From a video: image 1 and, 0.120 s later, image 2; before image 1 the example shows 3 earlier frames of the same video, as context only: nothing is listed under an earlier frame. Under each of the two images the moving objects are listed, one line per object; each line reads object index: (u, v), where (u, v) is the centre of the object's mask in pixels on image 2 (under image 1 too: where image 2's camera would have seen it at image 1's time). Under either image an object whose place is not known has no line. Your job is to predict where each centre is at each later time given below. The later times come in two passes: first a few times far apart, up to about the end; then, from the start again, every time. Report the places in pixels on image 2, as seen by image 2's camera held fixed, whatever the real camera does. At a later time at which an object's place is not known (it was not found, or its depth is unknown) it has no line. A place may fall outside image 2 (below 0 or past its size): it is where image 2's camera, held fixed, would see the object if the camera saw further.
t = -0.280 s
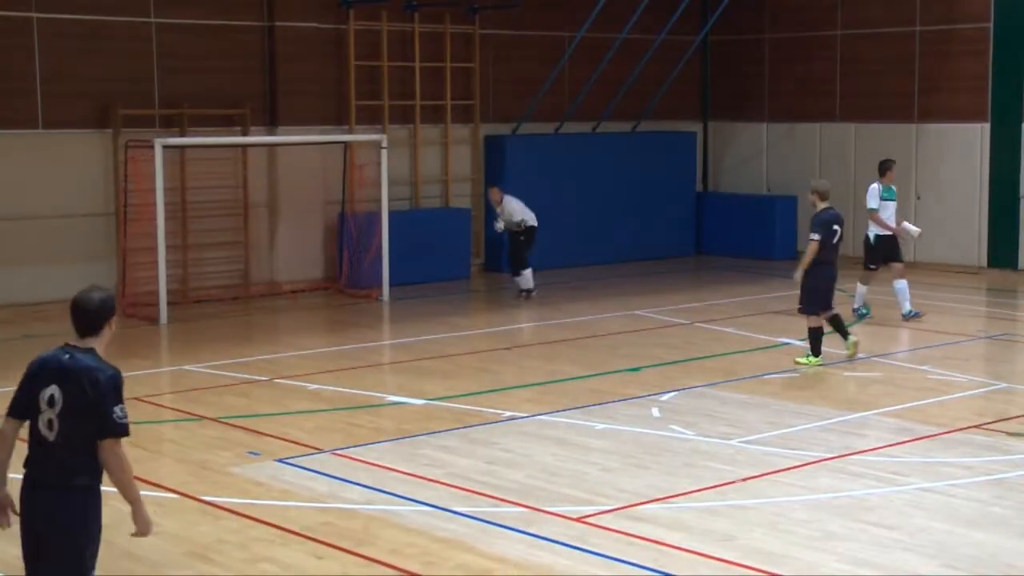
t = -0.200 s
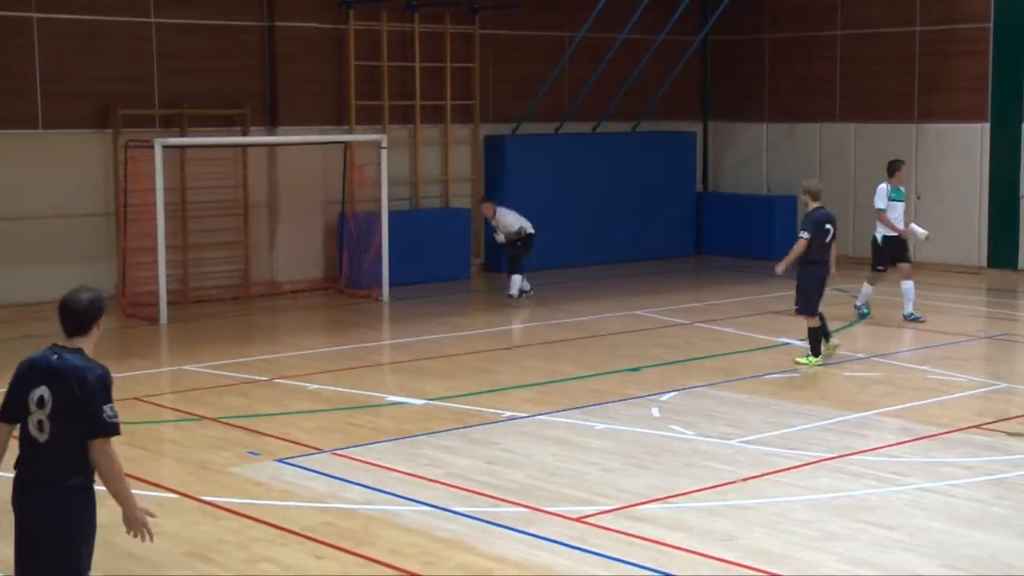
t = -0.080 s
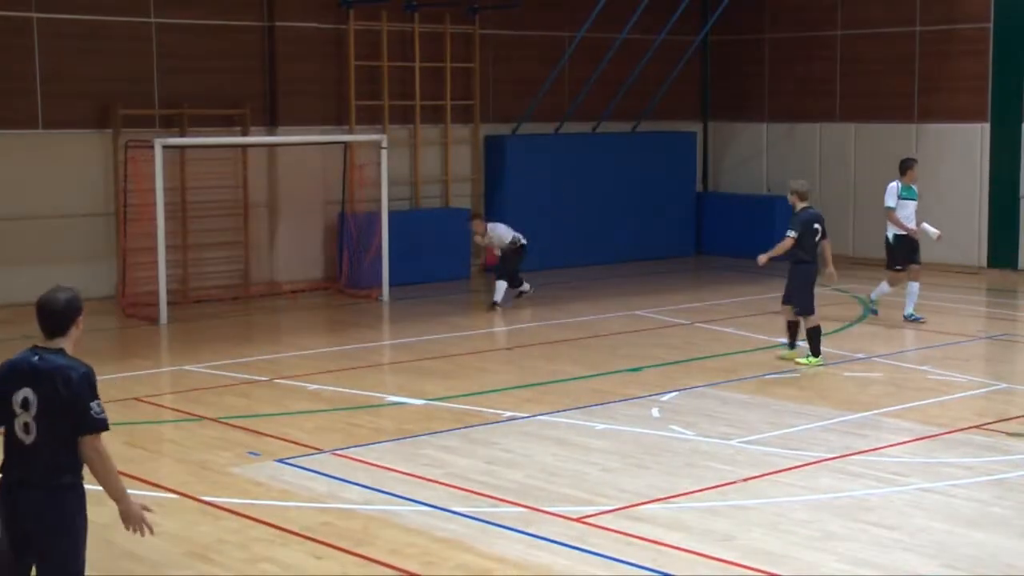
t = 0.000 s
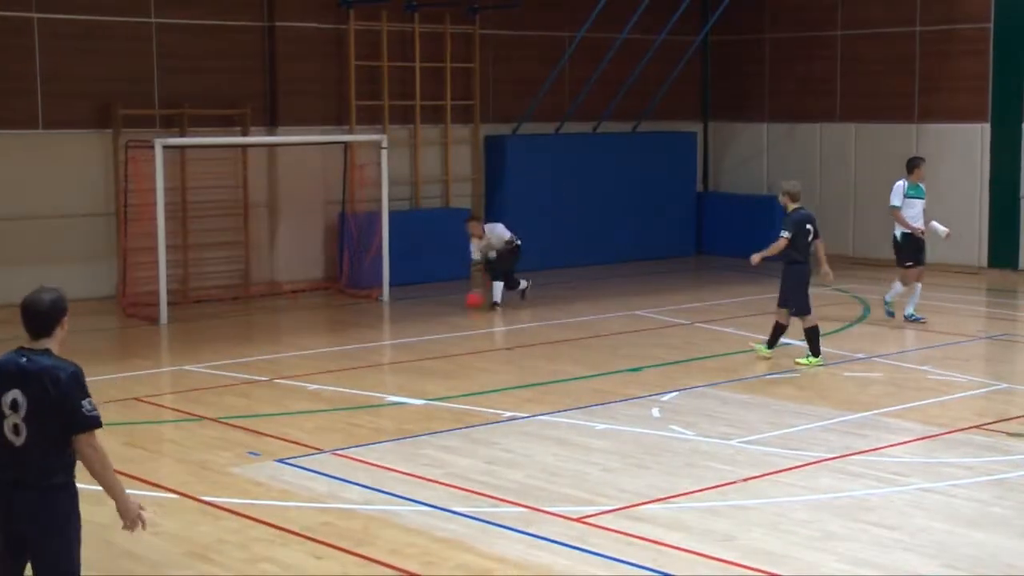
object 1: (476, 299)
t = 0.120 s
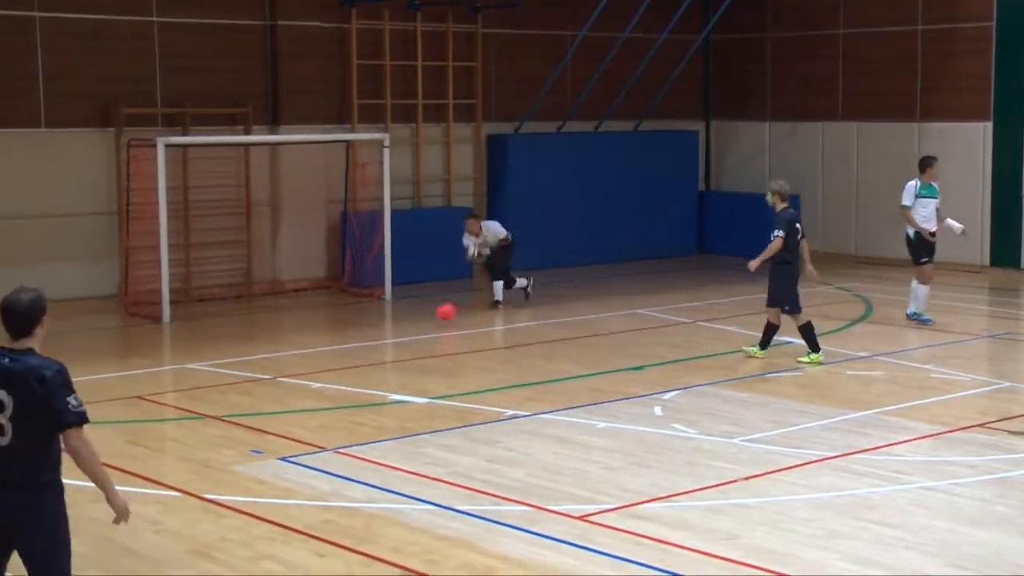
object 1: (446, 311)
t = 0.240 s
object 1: (415, 339)
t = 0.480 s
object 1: (330, 387)
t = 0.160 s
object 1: (436, 318)
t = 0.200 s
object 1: (425, 327)
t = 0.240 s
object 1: (415, 339)
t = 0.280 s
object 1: (403, 342)
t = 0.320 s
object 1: (391, 347)
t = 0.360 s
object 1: (376, 355)
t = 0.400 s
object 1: (362, 365)
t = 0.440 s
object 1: (344, 378)
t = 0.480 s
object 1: (330, 387)
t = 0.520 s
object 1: (314, 393)
